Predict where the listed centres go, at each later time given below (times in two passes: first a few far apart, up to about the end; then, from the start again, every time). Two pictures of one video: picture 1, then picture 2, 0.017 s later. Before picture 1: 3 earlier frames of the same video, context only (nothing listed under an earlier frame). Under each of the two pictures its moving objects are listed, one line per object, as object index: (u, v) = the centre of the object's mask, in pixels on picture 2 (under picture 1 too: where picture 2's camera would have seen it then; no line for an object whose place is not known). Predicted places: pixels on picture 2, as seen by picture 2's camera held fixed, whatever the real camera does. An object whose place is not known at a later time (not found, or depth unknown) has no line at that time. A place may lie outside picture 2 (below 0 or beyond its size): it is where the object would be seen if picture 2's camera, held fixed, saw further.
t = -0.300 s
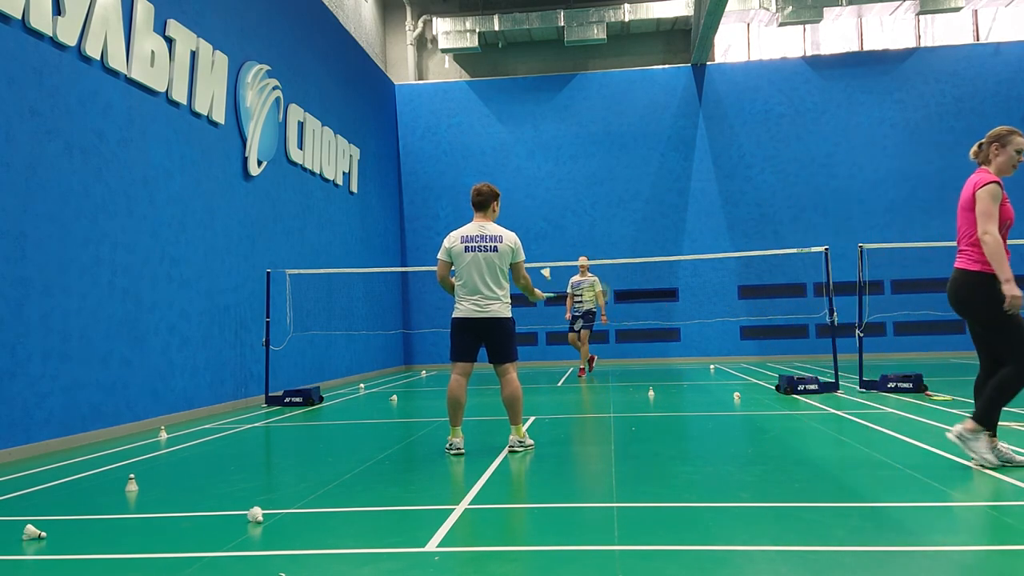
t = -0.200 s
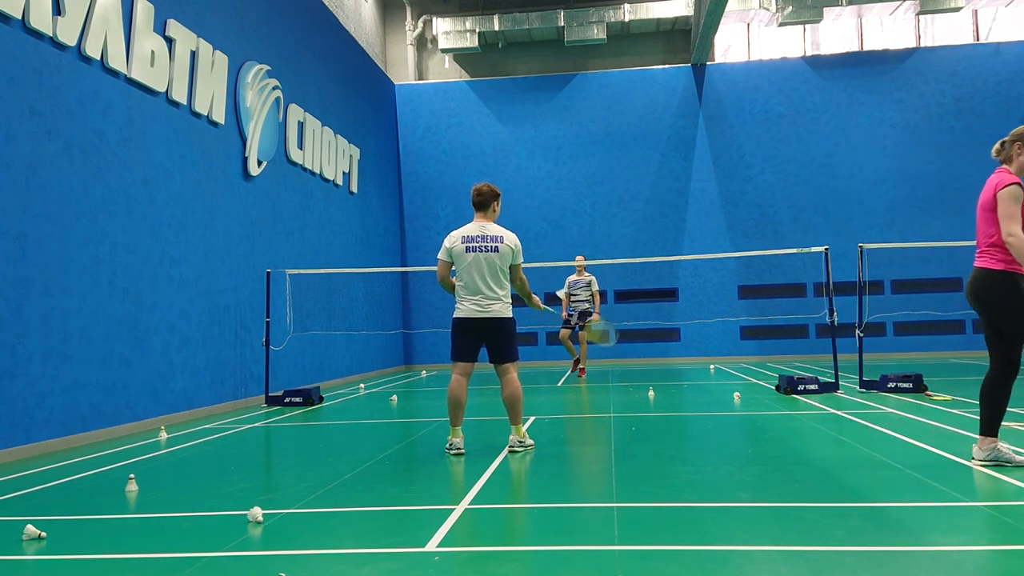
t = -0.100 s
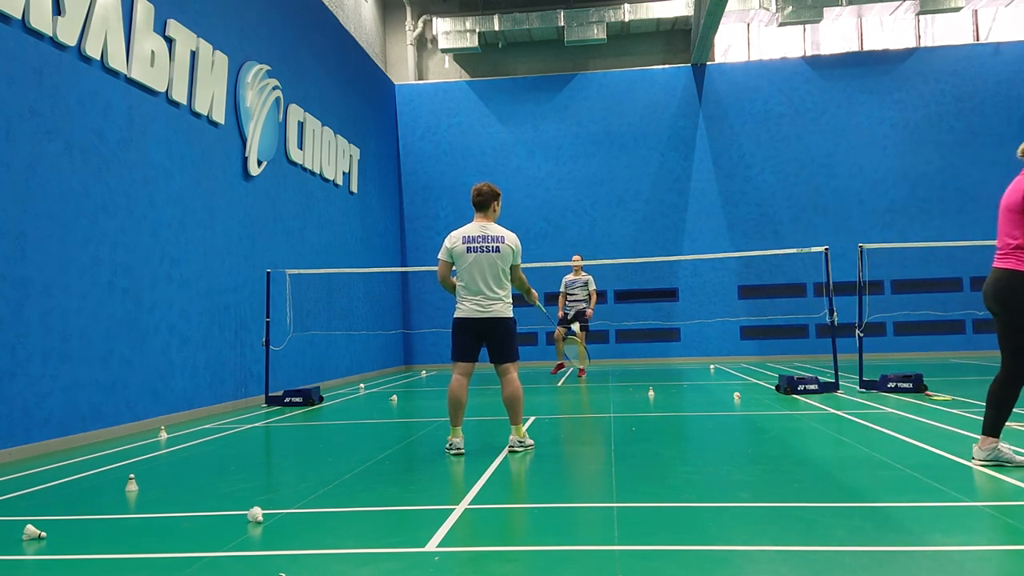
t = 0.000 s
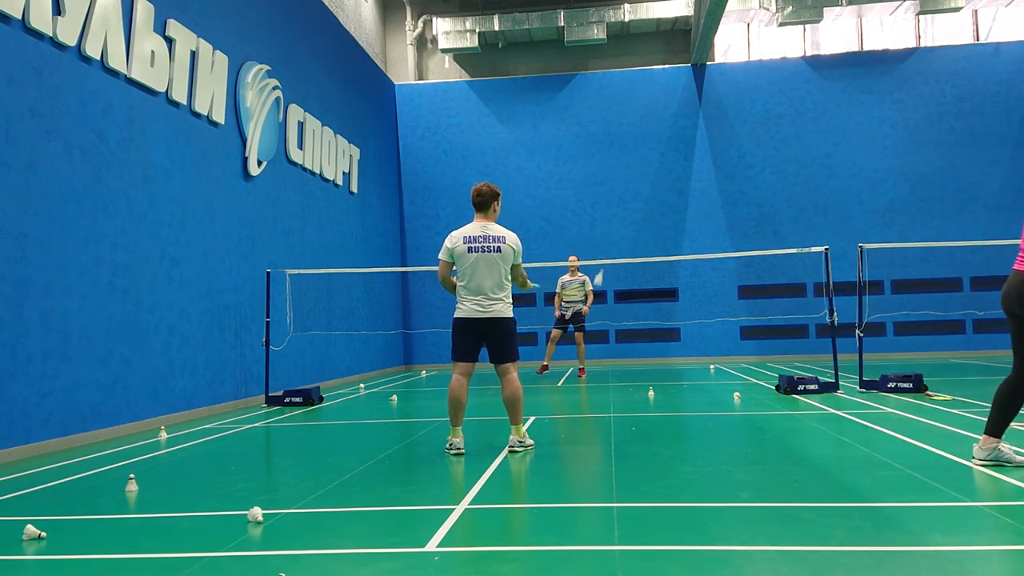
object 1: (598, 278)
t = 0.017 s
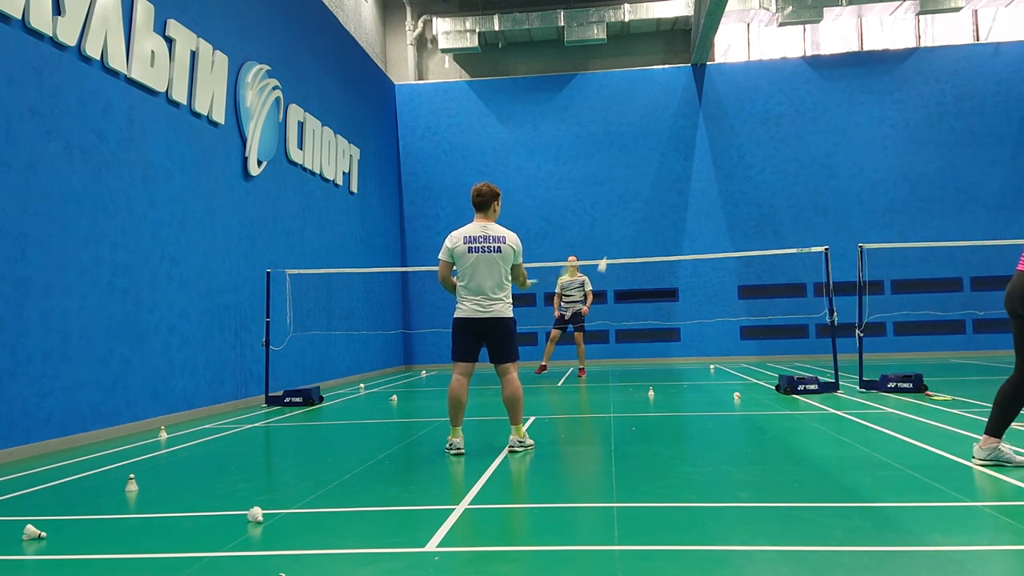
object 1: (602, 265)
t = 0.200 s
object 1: (629, 178)
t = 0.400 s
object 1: (649, 150)
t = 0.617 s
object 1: (667, 166)
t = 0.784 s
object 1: (679, 201)
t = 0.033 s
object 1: (606, 252)
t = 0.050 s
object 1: (610, 242)
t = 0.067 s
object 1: (614, 231)
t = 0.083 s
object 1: (616, 223)
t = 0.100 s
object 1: (618, 215)
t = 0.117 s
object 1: (620, 207)
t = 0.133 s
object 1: (621, 201)
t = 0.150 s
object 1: (623, 194)
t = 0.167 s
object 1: (625, 188)
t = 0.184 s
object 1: (627, 183)
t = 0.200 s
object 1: (629, 178)
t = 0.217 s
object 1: (631, 173)
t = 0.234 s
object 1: (633, 169)
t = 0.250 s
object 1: (635, 165)
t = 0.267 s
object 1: (637, 162)
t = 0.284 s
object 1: (639, 160)
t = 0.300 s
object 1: (640, 157)
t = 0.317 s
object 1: (642, 155)
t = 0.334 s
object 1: (644, 154)
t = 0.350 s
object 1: (645, 153)
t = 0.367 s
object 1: (647, 152)
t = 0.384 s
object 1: (648, 151)
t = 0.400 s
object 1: (649, 150)
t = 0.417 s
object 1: (651, 150)
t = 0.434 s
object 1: (652, 150)
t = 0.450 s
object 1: (653, 150)
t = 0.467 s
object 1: (655, 151)
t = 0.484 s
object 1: (656, 152)
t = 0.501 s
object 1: (658, 153)
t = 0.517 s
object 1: (659, 154)
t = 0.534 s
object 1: (660, 155)
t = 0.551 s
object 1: (661, 157)
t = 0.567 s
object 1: (663, 159)
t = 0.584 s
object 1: (664, 161)
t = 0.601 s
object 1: (666, 163)
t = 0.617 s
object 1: (667, 166)
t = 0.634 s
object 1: (668, 168)
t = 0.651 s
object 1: (670, 171)
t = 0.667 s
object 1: (671, 174)
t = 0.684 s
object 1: (672, 177)
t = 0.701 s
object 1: (673, 181)
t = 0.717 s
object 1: (675, 184)
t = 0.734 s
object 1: (676, 188)
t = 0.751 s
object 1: (677, 192)
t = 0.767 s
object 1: (678, 197)
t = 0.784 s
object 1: (679, 201)
